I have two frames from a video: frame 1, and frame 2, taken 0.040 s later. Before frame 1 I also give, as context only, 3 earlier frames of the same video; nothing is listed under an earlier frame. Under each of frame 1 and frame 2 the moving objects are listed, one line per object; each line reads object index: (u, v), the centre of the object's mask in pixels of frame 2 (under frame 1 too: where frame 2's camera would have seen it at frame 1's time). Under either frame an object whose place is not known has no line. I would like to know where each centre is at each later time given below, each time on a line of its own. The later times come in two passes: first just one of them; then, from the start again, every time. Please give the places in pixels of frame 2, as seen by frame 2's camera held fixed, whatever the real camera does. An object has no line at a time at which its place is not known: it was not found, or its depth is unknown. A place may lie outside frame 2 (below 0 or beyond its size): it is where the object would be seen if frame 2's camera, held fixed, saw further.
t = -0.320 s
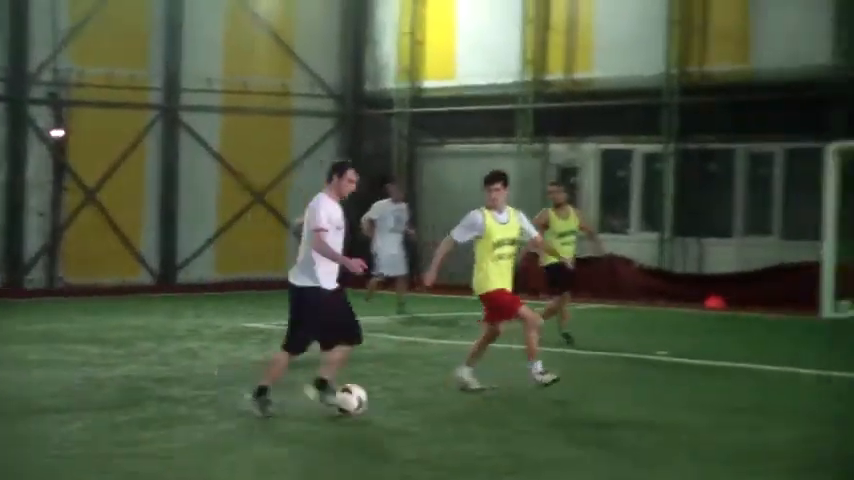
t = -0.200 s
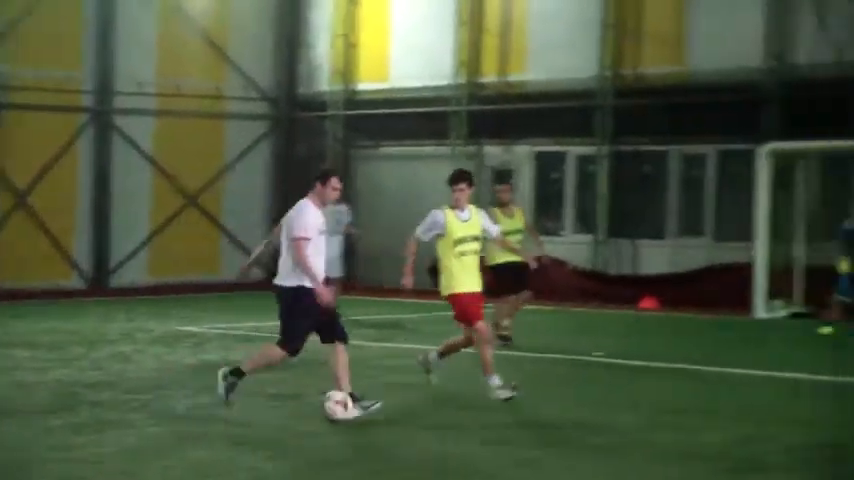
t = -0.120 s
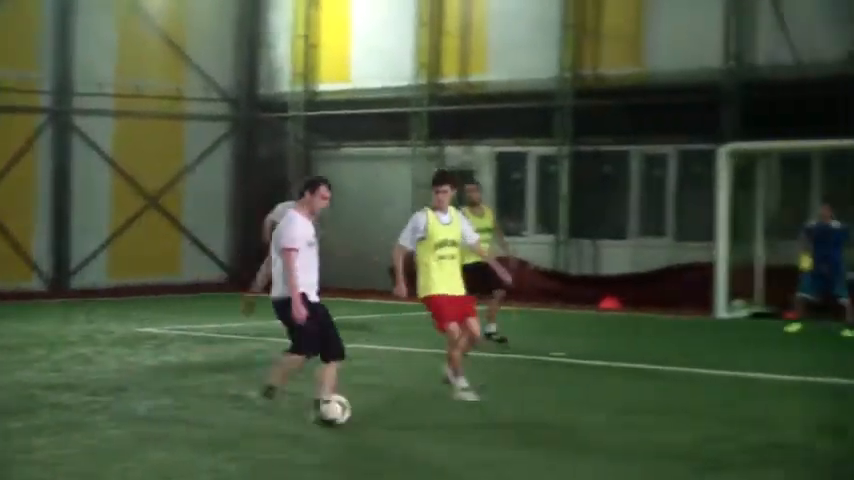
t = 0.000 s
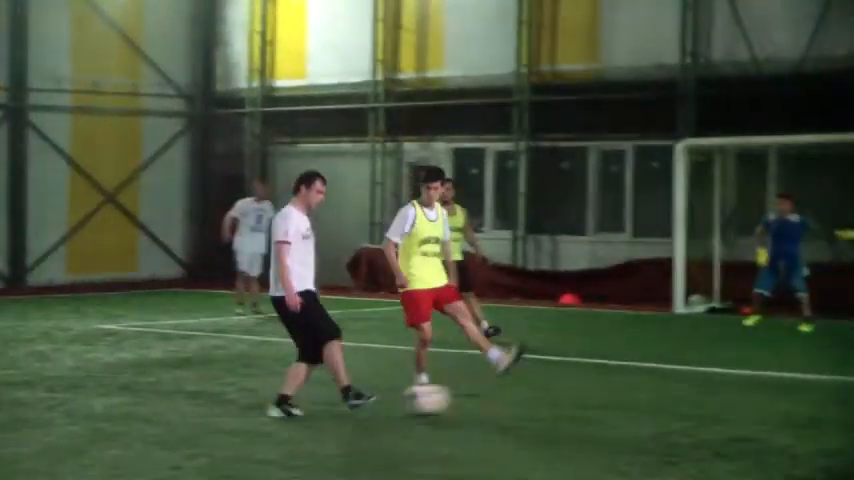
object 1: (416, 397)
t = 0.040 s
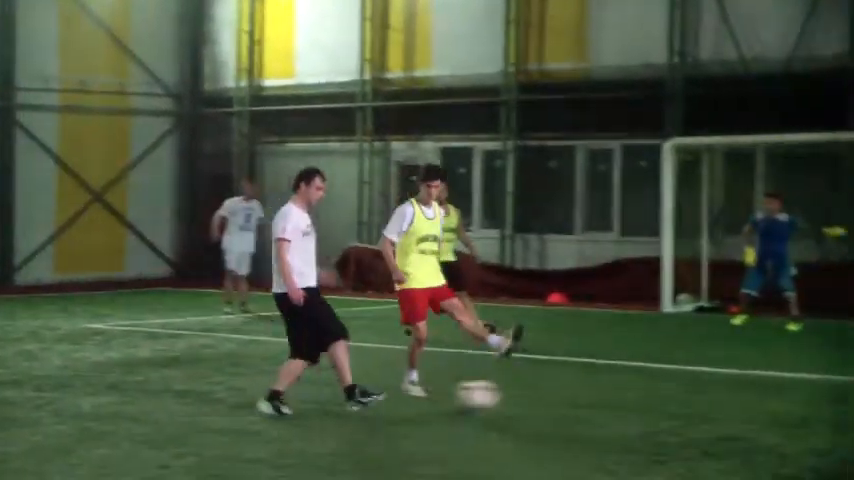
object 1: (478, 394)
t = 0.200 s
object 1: (690, 390)
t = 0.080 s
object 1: (538, 394)
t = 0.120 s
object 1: (598, 395)
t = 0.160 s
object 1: (645, 393)
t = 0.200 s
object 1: (690, 390)
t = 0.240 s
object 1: (735, 388)
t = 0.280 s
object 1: (782, 387)
